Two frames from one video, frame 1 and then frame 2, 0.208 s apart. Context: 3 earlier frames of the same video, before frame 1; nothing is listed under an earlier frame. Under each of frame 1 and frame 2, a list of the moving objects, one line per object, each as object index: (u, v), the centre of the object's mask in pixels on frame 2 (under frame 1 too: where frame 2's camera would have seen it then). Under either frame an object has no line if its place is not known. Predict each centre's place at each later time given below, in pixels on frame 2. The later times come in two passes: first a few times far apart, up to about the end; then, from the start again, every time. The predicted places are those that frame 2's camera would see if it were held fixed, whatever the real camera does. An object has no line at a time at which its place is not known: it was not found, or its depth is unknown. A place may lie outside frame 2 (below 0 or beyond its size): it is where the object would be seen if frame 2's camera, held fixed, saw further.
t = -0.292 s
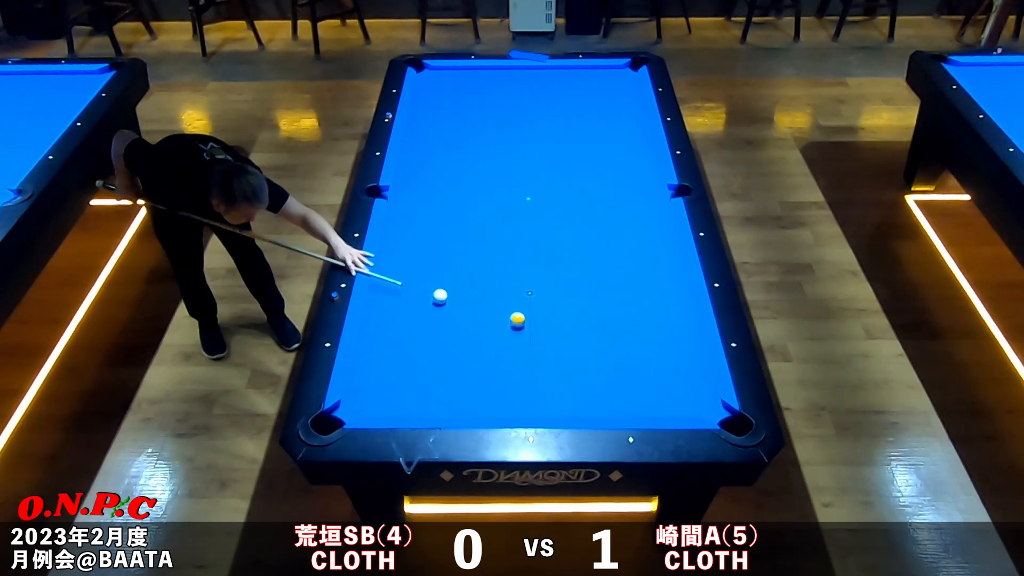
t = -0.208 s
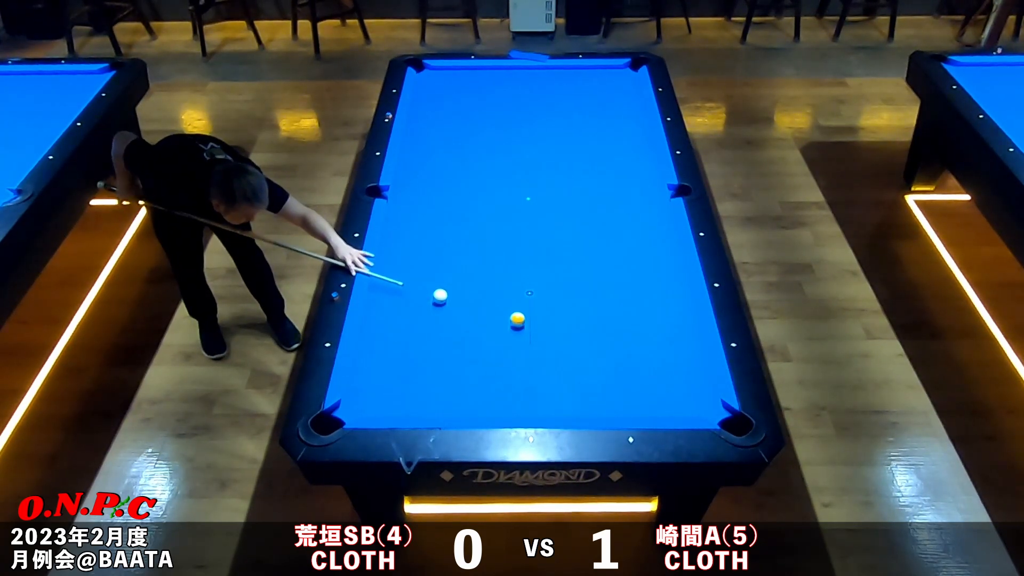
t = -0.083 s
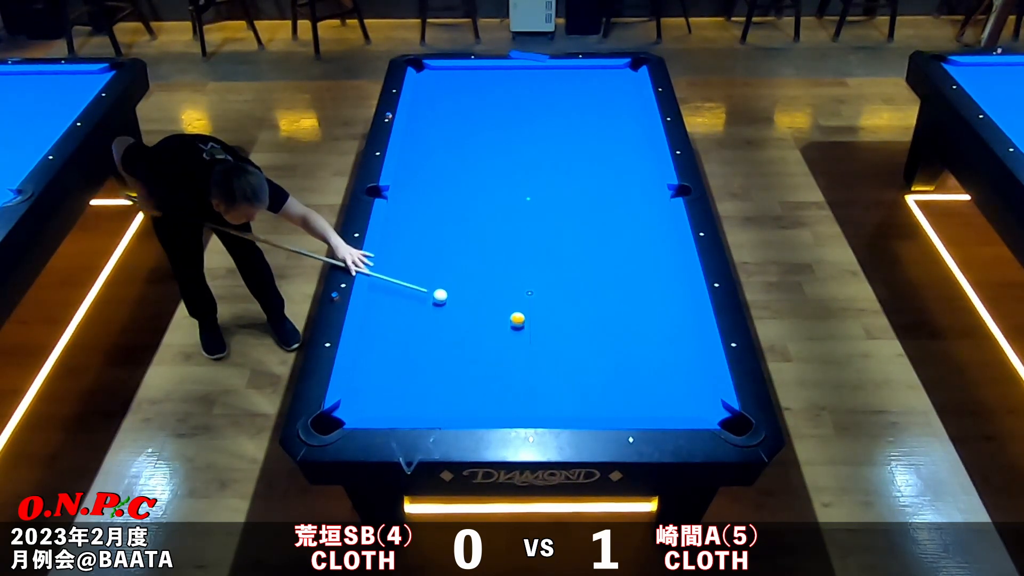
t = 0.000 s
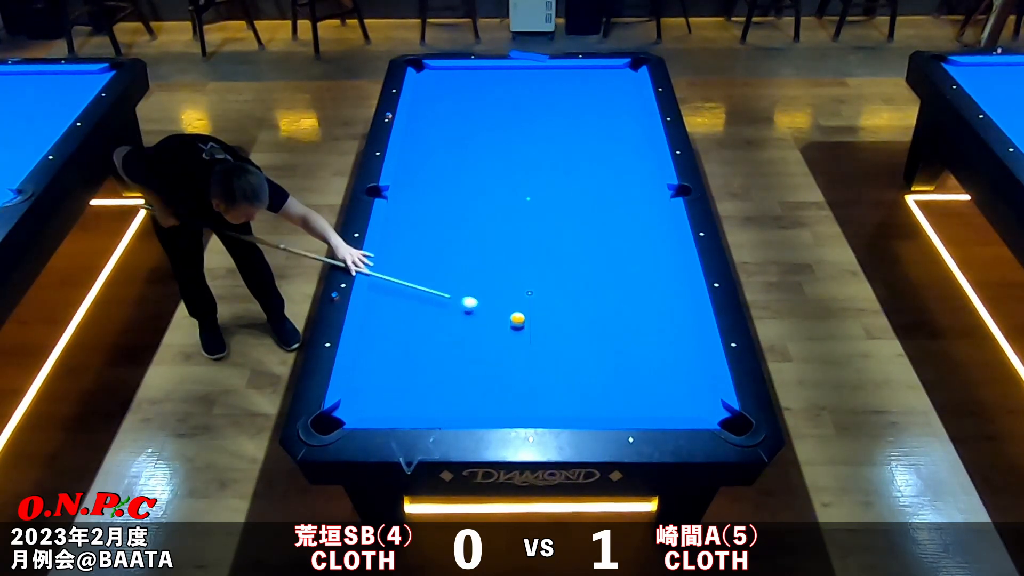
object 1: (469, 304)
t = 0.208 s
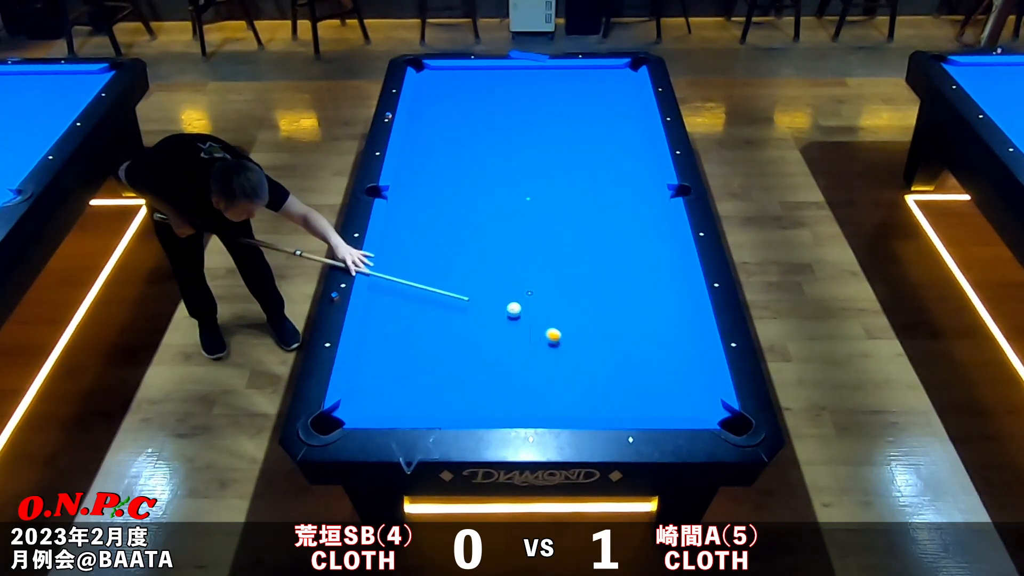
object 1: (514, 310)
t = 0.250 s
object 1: (520, 309)
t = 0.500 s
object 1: (552, 306)
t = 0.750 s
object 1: (582, 304)
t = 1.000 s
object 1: (610, 301)
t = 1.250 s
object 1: (637, 299)
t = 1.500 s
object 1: (663, 297)
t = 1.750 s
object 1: (686, 294)
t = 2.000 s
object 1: (673, 294)
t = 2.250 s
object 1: (662, 293)
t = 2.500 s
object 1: (652, 292)
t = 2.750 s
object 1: (643, 292)
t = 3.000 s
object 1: (636, 291)
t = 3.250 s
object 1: (631, 291)
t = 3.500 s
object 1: (626, 291)
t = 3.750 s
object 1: (624, 291)
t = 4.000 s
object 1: (622, 291)
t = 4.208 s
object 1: (622, 291)
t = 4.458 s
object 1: (622, 291)
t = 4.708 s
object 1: (622, 291)
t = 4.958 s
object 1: (622, 291)
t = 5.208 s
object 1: (622, 291)
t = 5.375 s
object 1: (622, 291)
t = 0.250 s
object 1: (520, 309)
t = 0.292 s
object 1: (524, 309)
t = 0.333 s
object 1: (531, 308)
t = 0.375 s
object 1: (535, 308)
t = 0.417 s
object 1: (541, 307)
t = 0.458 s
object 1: (545, 307)
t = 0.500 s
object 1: (552, 306)
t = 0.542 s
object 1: (556, 306)
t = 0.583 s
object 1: (562, 305)
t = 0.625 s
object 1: (566, 305)
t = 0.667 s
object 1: (572, 305)
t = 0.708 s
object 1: (576, 304)
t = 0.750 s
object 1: (582, 304)
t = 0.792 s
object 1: (586, 303)
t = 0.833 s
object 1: (592, 303)
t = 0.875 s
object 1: (595, 302)
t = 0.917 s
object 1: (601, 302)
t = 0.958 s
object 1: (605, 302)
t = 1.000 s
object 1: (610, 301)
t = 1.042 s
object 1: (614, 301)
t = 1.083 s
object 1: (619, 300)
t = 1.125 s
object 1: (623, 300)
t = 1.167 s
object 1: (628, 300)
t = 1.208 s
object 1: (632, 299)
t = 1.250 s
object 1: (637, 299)
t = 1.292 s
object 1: (641, 298)
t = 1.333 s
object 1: (646, 298)
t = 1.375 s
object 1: (649, 298)
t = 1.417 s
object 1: (654, 297)
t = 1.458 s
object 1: (658, 297)
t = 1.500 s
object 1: (663, 297)
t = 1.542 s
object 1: (666, 296)
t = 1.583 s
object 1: (671, 296)
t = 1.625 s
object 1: (674, 296)
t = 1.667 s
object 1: (678, 295)
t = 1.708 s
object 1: (682, 295)
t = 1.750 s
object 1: (686, 294)
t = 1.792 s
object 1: (684, 294)
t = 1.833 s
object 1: (682, 294)
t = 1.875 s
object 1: (680, 294)
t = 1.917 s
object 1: (677, 294)
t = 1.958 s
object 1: (676, 294)
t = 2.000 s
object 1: (673, 294)
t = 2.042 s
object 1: (672, 293)
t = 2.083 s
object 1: (669, 293)
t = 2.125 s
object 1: (667, 293)
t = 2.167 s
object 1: (665, 293)
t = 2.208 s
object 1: (664, 293)
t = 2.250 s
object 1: (662, 293)
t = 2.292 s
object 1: (660, 293)
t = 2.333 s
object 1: (658, 293)
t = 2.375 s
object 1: (657, 292)
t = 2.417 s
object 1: (655, 292)
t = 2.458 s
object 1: (653, 292)
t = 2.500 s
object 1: (652, 292)
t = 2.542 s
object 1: (650, 292)
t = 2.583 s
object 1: (649, 292)
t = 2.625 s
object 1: (647, 292)
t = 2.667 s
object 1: (646, 292)
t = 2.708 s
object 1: (645, 292)
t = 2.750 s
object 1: (643, 292)
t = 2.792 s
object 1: (642, 291)
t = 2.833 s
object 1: (641, 291)
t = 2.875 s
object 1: (639, 291)
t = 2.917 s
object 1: (638, 292)
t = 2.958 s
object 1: (637, 291)
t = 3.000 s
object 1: (636, 291)
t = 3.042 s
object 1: (635, 291)
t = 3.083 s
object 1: (634, 291)
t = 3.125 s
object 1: (633, 291)
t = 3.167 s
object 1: (632, 291)
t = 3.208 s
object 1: (631, 291)
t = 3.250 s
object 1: (631, 291)
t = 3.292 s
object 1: (630, 291)
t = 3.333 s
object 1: (629, 291)
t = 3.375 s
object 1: (628, 291)
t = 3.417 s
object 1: (628, 291)
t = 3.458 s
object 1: (627, 291)
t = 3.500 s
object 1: (626, 291)
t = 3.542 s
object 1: (626, 291)
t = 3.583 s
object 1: (625, 291)
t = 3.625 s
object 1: (625, 291)
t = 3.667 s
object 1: (624, 291)
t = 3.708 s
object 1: (624, 291)
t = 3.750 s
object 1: (624, 291)
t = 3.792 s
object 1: (623, 291)
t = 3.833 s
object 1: (623, 291)
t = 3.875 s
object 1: (623, 291)
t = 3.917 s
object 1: (622, 291)
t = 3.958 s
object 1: (622, 291)
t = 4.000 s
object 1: (622, 291)
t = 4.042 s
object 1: (622, 291)
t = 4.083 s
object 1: (622, 291)
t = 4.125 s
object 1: (622, 291)
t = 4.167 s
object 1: (622, 291)
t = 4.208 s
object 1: (622, 291)
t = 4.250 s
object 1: (622, 291)
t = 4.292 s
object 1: (622, 291)
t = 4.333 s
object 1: (622, 291)
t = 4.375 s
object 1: (622, 291)
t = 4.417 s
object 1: (622, 291)
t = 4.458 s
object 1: (622, 291)
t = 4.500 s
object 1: (622, 291)
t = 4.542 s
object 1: (622, 291)
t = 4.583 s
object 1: (622, 291)
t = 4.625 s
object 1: (622, 291)
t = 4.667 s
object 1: (622, 291)
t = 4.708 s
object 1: (622, 291)
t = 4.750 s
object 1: (622, 291)
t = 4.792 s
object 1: (622, 291)
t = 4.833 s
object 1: (622, 291)
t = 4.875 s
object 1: (622, 291)
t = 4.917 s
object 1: (622, 291)
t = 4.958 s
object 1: (622, 291)
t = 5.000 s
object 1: (622, 291)
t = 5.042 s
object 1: (622, 291)
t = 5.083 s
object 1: (622, 291)
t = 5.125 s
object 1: (622, 291)
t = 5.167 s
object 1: (622, 291)
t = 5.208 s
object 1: (622, 291)
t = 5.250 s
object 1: (622, 291)
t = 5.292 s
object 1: (622, 291)
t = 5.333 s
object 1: (622, 291)
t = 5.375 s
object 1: (622, 291)
